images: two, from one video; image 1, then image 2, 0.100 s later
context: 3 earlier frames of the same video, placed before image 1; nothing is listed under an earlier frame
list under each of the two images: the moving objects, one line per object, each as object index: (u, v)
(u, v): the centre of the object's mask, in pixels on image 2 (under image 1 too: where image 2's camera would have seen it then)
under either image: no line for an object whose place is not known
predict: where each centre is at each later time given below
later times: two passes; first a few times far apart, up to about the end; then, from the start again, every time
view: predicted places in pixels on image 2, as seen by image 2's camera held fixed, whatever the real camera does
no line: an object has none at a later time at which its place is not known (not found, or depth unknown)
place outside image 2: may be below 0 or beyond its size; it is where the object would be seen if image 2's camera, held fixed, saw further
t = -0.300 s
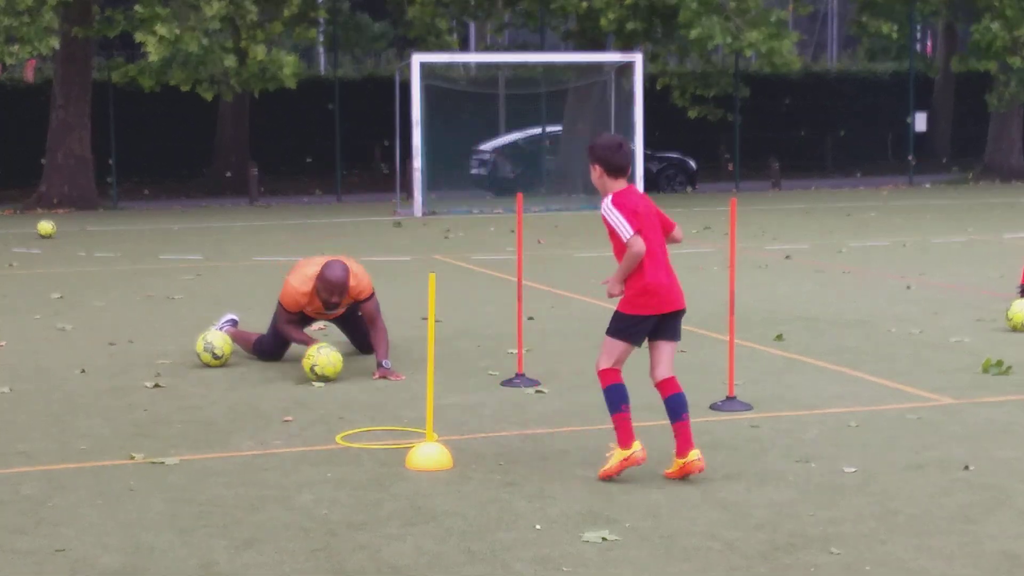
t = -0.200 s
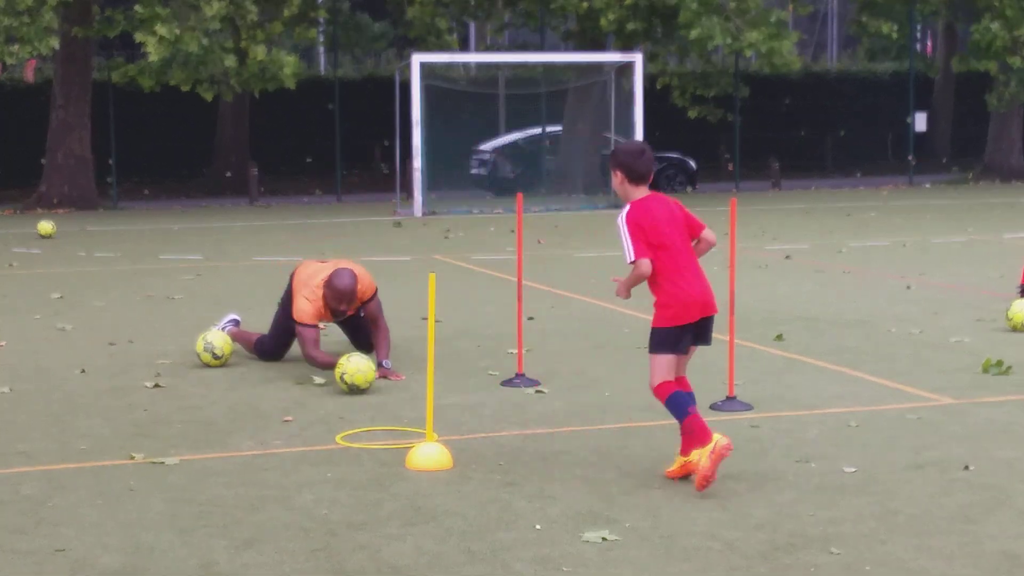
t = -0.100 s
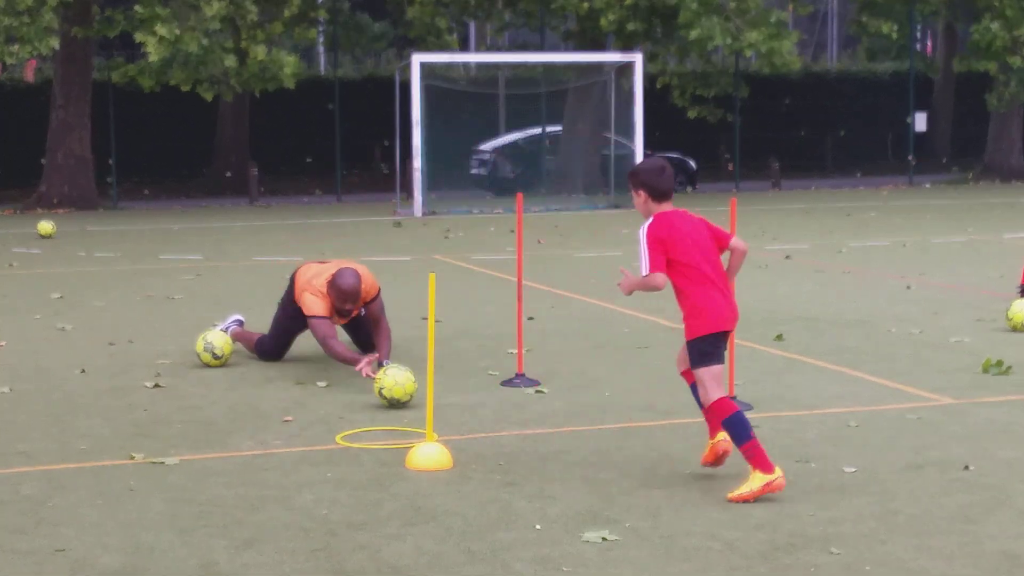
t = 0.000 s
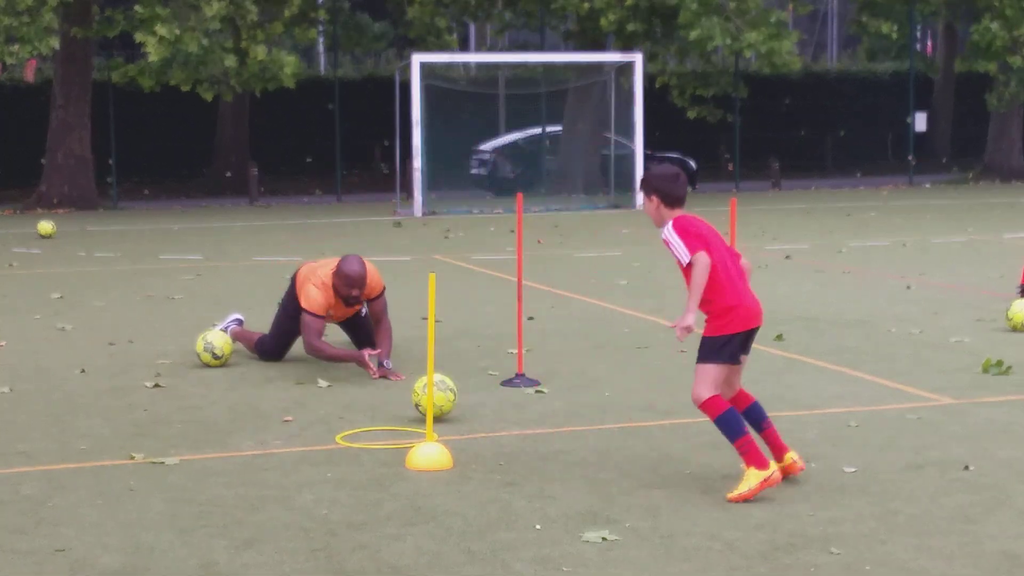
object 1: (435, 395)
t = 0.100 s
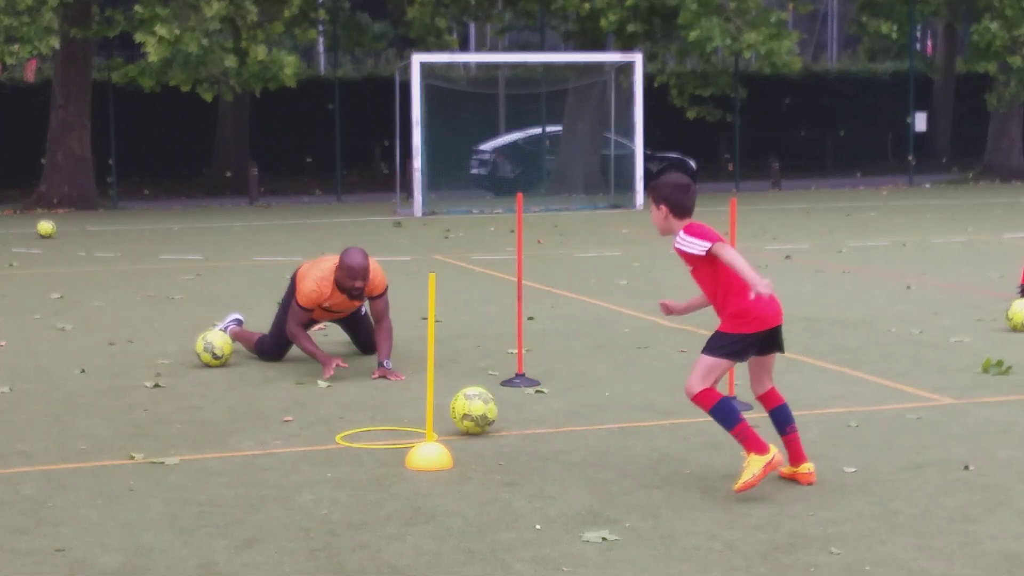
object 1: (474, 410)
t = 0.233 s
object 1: (524, 427)
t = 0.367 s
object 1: (571, 444)
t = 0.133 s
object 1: (486, 414)
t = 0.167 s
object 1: (499, 420)
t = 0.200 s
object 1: (512, 423)
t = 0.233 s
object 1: (524, 427)
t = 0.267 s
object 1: (537, 433)
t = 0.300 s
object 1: (548, 435)
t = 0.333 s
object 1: (560, 438)
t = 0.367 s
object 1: (571, 444)
